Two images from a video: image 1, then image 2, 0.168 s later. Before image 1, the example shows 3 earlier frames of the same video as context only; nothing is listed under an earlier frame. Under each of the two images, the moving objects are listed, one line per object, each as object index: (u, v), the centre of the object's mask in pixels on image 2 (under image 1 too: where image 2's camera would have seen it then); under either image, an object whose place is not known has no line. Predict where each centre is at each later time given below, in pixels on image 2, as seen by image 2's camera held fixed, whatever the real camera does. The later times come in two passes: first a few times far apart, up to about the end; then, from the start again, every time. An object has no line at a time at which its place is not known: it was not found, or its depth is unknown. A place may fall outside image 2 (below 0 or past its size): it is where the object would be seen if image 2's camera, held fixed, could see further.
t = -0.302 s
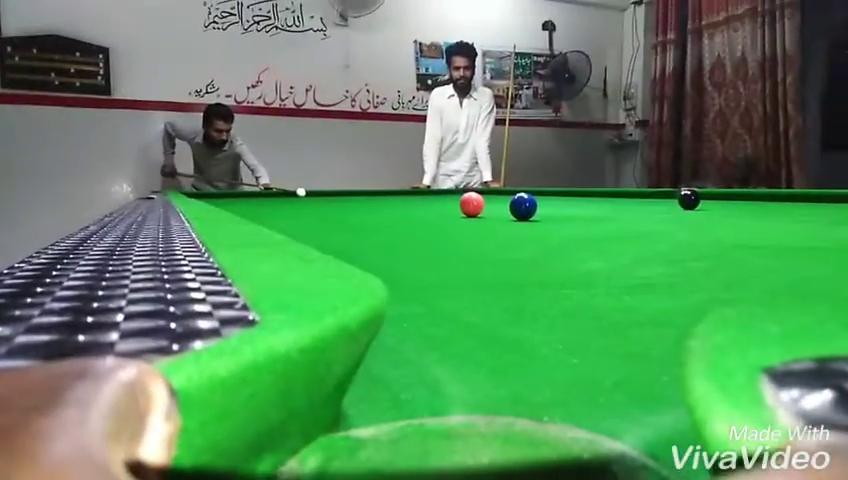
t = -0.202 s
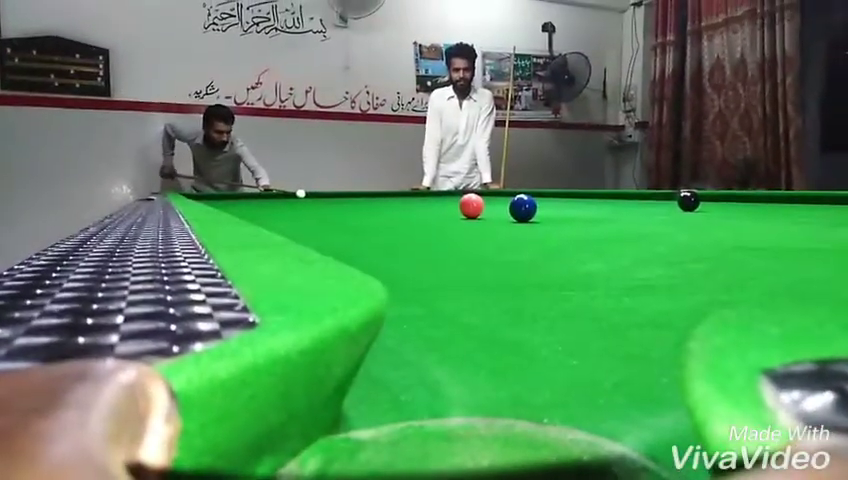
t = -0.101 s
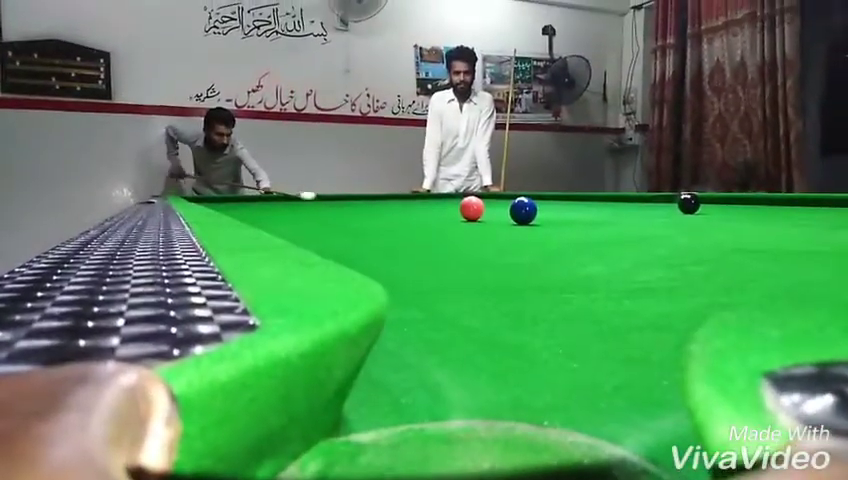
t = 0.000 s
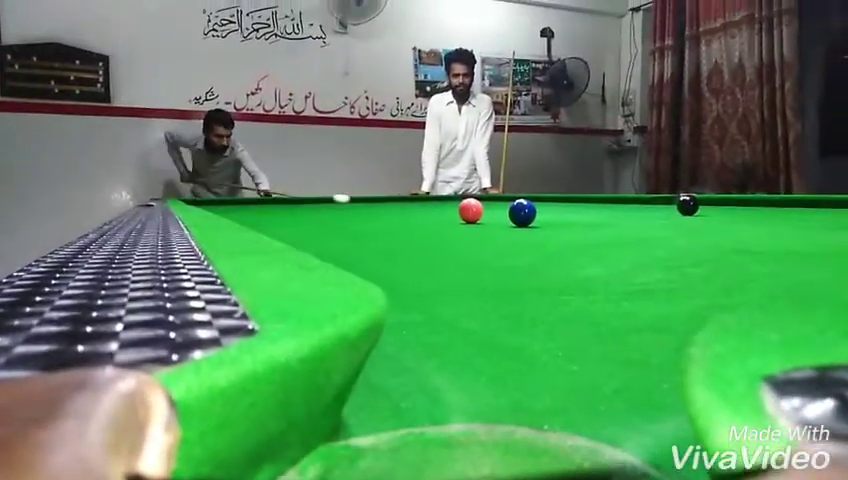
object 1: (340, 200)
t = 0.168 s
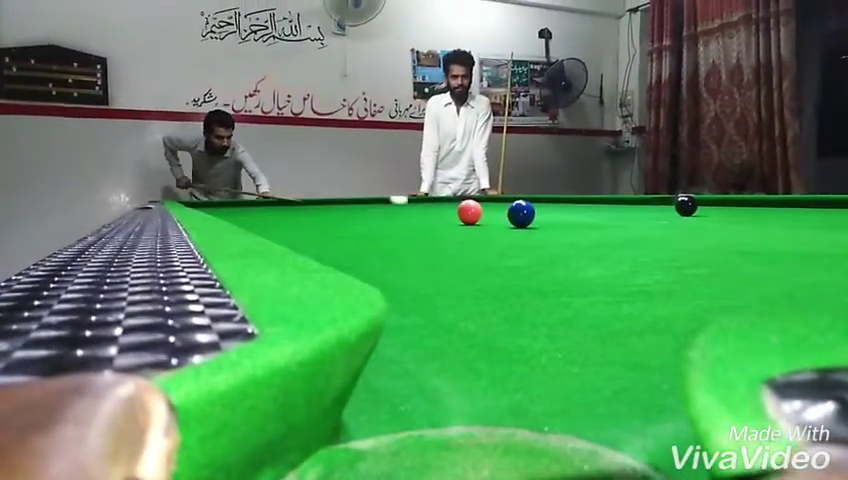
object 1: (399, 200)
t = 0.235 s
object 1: (424, 200)
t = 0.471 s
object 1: (525, 198)
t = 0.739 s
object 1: (671, 197)
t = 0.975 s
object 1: (781, 199)
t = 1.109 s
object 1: (837, 200)
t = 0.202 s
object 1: (411, 200)
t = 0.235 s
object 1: (424, 200)
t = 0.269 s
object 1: (436, 200)
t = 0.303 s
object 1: (450, 200)
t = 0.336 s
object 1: (463, 199)
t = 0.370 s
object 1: (479, 199)
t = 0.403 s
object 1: (493, 199)
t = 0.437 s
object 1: (508, 198)
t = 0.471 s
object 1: (525, 198)
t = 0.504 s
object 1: (542, 199)
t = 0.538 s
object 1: (559, 199)
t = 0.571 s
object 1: (576, 199)
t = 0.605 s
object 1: (595, 198)
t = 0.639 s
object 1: (614, 198)
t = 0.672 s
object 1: (634, 198)
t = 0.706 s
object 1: (654, 198)
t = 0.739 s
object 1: (671, 197)
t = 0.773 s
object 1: (703, 197)
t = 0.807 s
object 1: (722, 198)
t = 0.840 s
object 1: (740, 199)
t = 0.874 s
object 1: (748, 199)
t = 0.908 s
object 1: (758, 199)
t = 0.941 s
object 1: (769, 199)
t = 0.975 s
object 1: (781, 199)
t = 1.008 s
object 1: (794, 200)
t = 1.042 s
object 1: (808, 200)
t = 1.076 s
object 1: (823, 200)
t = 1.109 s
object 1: (837, 200)
